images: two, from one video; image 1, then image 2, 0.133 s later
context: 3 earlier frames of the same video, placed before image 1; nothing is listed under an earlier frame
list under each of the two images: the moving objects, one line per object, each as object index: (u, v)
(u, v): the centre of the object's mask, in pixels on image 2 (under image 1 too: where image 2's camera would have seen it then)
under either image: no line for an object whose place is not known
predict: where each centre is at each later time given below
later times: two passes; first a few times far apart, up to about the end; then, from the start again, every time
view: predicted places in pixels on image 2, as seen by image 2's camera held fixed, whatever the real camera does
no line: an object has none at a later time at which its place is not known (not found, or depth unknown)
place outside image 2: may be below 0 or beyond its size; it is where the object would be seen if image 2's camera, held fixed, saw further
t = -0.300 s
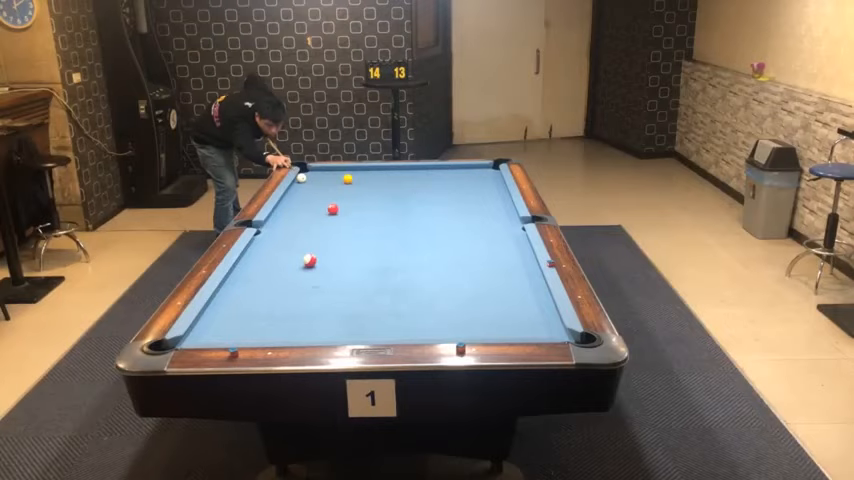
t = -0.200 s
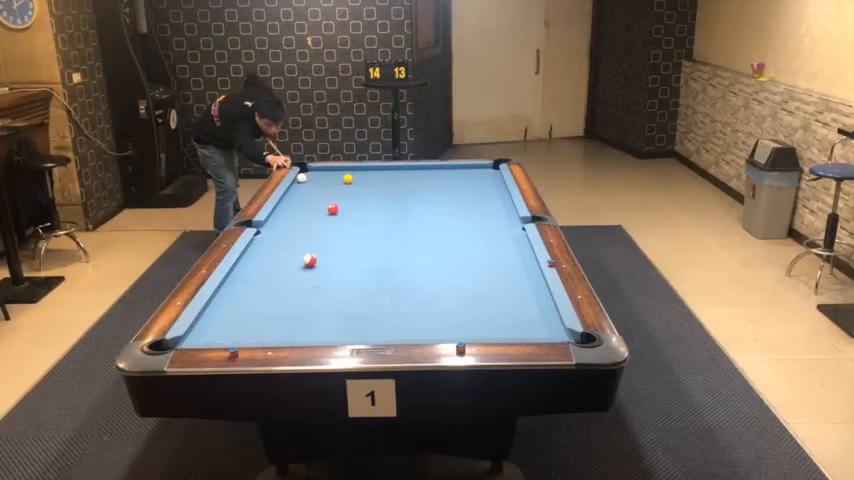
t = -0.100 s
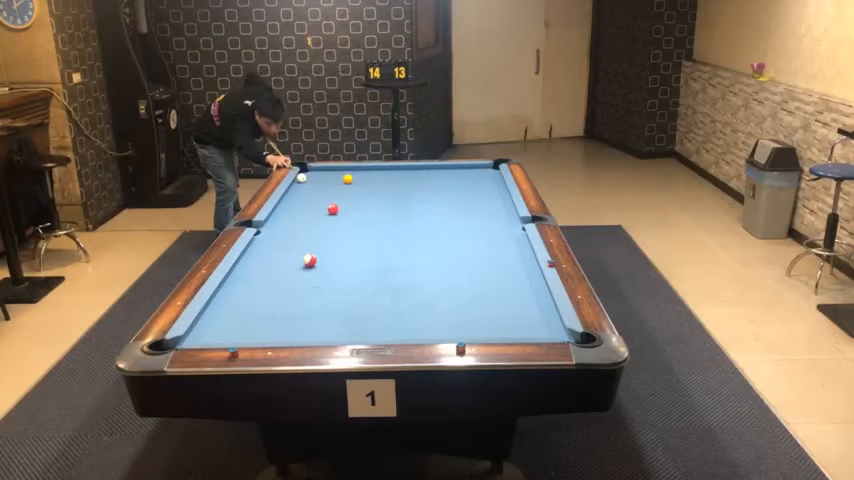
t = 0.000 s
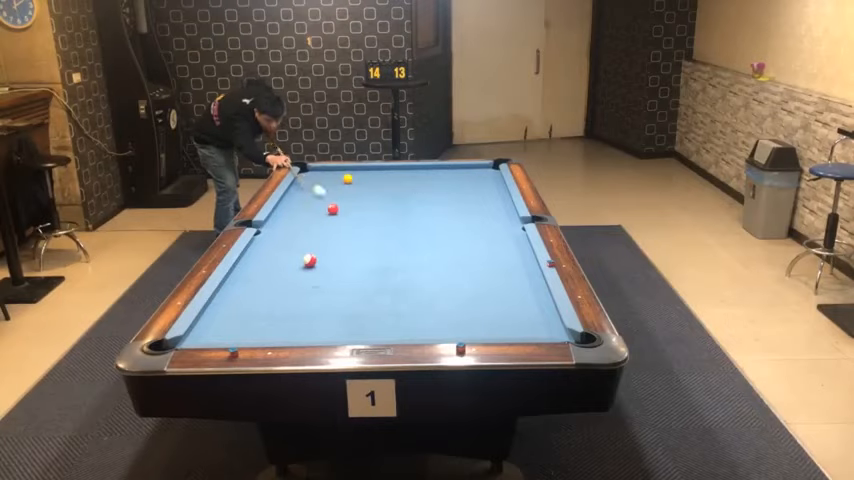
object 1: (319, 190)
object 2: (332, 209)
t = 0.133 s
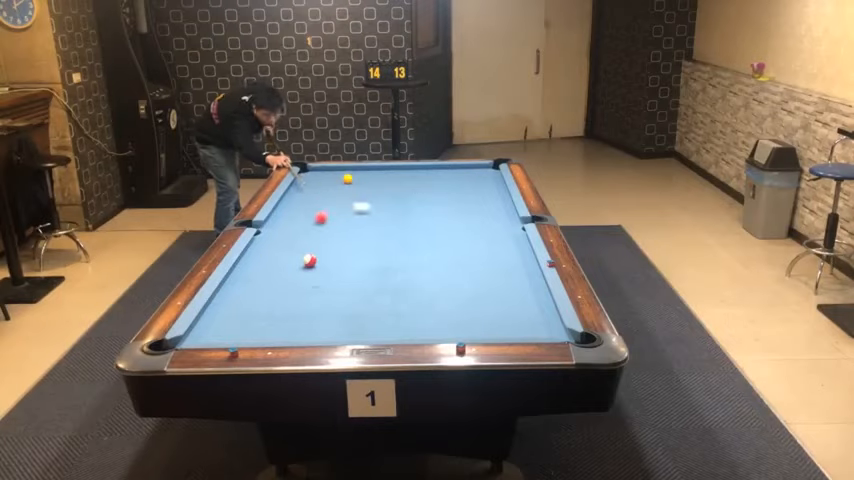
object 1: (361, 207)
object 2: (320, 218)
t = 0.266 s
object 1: (421, 215)
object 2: (290, 241)
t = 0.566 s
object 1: (497, 242)
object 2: (219, 296)
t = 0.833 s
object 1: (425, 274)
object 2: (214, 336)
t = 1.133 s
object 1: (322, 322)
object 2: (260, 308)
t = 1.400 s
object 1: (228, 325)
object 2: (294, 285)
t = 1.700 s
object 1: (258, 294)
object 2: (326, 263)
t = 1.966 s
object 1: (313, 270)
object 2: (350, 248)
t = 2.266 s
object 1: (365, 248)
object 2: (374, 232)
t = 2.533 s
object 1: (403, 232)
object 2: (392, 220)
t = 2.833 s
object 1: (440, 216)
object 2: (409, 209)
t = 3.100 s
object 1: (469, 204)
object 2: (424, 199)
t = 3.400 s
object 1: (496, 191)
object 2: (437, 190)
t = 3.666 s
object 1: (492, 185)
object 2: (449, 183)
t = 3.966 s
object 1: (478, 180)
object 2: (459, 176)
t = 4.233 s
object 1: (467, 176)
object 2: (468, 168)
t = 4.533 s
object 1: (455, 172)
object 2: (476, 166)
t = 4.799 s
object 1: (446, 168)
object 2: (482, 169)
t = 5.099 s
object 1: (438, 167)
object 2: (488, 172)
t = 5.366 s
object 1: (434, 168)
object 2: (492, 174)
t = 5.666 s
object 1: (429, 170)
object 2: (496, 176)
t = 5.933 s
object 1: (426, 171)
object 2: (495, 177)
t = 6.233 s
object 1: (423, 172)
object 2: (494, 179)
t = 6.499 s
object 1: (421, 173)
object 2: (494, 180)
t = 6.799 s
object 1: (418, 174)
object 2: (493, 181)
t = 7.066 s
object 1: (417, 175)
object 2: (493, 181)
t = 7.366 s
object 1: (416, 175)
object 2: (493, 181)
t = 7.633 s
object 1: (416, 175)
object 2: (493, 182)
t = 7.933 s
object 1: (416, 175)
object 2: (493, 182)
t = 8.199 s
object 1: (416, 175)
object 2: (493, 182)
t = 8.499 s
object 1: (416, 175)
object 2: (493, 182)
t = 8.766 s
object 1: (416, 175)
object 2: (493, 182)
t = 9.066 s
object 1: (416, 175)
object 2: (493, 182)
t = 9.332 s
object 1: (416, 175)
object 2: (493, 182)
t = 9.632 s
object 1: (416, 175)
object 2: (493, 182)
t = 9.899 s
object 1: (416, 175)
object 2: (493, 182)
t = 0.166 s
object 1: (376, 209)
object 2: (313, 223)
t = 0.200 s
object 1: (391, 211)
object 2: (305, 230)
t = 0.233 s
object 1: (406, 213)
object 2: (297, 235)
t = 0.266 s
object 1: (421, 215)
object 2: (290, 241)
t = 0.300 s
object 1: (436, 217)
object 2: (282, 247)
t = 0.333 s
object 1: (452, 219)
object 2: (274, 253)
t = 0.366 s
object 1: (468, 222)
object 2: (267, 258)
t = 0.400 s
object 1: (484, 225)
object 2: (259, 264)
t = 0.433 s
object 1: (500, 228)
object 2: (251, 270)
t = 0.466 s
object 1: (516, 231)
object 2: (243, 277)
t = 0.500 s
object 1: (515, 234)
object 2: (234, 283)
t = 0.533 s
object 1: (505, 238)
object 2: (225, 290)
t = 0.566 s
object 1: (497, 242)
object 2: (219, 296)
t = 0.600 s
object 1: (488, 246)
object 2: (218, 302)
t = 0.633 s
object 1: (480, 250)
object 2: (217, 308)
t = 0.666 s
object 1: (471, 253)
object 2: (215, 314)
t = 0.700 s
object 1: (462, 257)
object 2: (213, 321)
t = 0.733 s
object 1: (453, 262)
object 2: (211, 328)
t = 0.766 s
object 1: (444, 266)
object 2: (210, 334)
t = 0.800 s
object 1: (435, 270)
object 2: (208, 337)
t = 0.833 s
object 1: (425, 274)
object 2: (214, 336)
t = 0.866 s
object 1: (415, 279)
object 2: (220, 333)
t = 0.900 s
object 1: (404, 284)
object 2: (225, 331)
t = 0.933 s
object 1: (394, 288)
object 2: (230, 327)
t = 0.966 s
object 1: (382, 294)
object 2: (235, 324)
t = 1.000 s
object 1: (372, 299)
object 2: (240, 320)
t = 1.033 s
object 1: (360, 304)
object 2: (246, 317)
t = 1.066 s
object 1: (348, 310)
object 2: (251, 314)
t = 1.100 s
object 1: (335, 315)
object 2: (256, 310)
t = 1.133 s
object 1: (322, 322)
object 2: (260, 308)
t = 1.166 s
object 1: (309, 327)
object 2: (265, 304)
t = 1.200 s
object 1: (296, 332)
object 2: (269, 301)
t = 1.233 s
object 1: (281, 336)
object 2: (274, 299)
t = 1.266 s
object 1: (269, 334)
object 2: (278, 296)
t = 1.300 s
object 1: (259, 332)
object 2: (282, 292)
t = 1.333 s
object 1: (248, 331)
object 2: (286, 290)
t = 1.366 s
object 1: (237, 327)
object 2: (290, 287)
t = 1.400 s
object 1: (228, 325)
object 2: (294, 285)
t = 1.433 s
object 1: (217, 321)
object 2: (298, 282)
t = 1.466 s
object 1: (208, 318)
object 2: (302, 280)
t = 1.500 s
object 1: (210, 315)
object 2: (306, 278)
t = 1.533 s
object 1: (218, 311)
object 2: (309, 275)
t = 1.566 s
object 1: (227, 307)
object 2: (313, 272)
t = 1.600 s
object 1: (235, 304)
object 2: (316, 270)
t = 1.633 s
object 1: (243, 300)
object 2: (320, 268)
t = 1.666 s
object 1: (251, 297)
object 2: (323, 266)
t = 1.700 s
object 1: (258, 294)
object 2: (326, 263)
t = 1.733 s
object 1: (266, 290)
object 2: (330, 261)
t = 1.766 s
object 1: (273, 287)
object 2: (333, 260)
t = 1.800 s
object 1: (280, 284)
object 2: (336, 257)
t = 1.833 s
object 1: (287, 281)
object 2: (339, 255)
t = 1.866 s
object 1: (294, 279)
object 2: (342, 253)
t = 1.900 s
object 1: (300, 276)
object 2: (345, 251)
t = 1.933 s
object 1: (307, 273)
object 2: (348, 249)
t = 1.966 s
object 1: (313, 270)
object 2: (350, 248)
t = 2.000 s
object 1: (319, 268)
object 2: (353, 245)
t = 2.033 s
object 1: (326, 265)
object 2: (356, 244)
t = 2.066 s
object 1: (332, 262)
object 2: (359, 242)
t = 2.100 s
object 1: (338, 260)
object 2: (361, 240)
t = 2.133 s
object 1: (343, 258)
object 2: (364, 239)
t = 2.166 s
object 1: (349, 255)
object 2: (367, 237)
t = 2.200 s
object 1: (354, 253)
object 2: (369, 235)
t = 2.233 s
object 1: (360, 250)
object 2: (372, 233)
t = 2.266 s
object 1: (365, 248)
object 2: (374, 232)
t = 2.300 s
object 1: (370, 246)
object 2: (376, 231)
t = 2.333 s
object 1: (375, 244)
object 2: (379, 229)
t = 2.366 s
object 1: (379, 242)
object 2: (381, 228)
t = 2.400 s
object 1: (384, 240)
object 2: (383, 226)
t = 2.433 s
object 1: (389, 238)
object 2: (386, 224)
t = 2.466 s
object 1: (393, 236)
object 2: (388, 223)
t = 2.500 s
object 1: (398, 234)
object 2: (390, 222)
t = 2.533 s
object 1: (403, 232)
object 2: (392, 220)
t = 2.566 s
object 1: (407, 230)
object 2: (394, 219)
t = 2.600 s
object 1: (412, 228)
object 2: (396, 218)
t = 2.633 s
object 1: (416, 227)
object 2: (398, 216)
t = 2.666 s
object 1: (420, 225)
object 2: (400, 215)
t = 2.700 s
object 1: (425, 223)
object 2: (402, 214)
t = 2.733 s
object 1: (429, 221)
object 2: (404, 213)
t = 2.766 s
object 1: (432, 219)
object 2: (406, 211)
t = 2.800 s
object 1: (437, 218)
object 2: (408, 210)
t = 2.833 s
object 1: (440, 216)
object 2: (409, 209)
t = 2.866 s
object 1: (444, 214)
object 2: (411, 207)
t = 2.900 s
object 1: (448, 213)
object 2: (413, 206)
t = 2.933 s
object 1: (451, 211)
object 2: (414, 205)
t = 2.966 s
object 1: (455, 210)
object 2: (417, 204)
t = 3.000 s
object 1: (458, 208)
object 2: (418, 203)
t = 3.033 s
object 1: (462, 206)
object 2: (420, 202)
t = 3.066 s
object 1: (465, 205)
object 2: (422, 201)
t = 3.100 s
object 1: (469, 204)
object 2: (424, 199)
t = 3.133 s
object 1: (472, 202)
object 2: (425, 198)
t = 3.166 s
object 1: (475, 201)
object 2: (427, 198)
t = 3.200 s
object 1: (478, 199)
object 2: (428, 197)
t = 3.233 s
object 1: (481, 198)
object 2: (429, 196)
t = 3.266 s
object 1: (485, 197)
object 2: (431, 195)
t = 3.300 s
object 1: (488, 195)
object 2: (433, 194)
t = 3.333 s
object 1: (490, 194)
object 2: (434, 193)
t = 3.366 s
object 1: (493, 193)
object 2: (436, 191)
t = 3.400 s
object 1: (496, 191)
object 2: (437, 190)
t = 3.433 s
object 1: (499, 190)
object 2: (439, 189)
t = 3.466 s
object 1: (501, 189)
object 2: (440, 189)
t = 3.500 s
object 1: (501, 188)
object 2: (442, 188)
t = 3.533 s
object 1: (499, 187)
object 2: (443, 187)
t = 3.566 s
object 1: (497, 186)
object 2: (444, 186)
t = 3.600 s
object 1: (496, 186)
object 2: (446, 185)
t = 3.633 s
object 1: (494, 185)
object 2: (447, 184)
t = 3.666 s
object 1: (492, 185)
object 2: (449, 183)
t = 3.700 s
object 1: (491, 184)
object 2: (450, 182)
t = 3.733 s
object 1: (489, 184)
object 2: (451, 182)
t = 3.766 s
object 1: (487, 183)
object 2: (452, 181)
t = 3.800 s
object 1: (486, 182)
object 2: (453, 180)
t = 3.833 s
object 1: (484, 182)
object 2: (455, 179)
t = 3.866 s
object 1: (483, 181)
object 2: (456, 178)
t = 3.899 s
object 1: (481, 181)
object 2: (457, 178)
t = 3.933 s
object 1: (480, 180)
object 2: (458, 177)
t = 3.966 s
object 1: (478, 180)
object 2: (459, 176)
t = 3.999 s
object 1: (477, 180)
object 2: (460, 175)
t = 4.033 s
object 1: (475, 179)
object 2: (461, 175)
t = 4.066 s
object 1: (474, 178)
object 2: (462, 174)
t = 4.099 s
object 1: (473, 178)
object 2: (464, 173)
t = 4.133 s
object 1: (472, 177)
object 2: (464, 172)
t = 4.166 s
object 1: (470, 177)
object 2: (465, 171)
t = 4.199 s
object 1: (469, 176)
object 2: (466, 170)
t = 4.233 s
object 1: (467, 176)
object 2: (468, 168)
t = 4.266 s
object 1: (465, 175)
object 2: (469, 169)
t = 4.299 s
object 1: (464, 175)
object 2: (470, 168)
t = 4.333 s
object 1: (463, 174)
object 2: (471, 168)
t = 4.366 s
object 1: (462, 174)
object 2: (471, 168)
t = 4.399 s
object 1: (460, 173)
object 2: (473, 167)
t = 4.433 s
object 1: (459, 173)
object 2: (474, 166)
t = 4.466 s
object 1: (458, 173)
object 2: (475, 166)
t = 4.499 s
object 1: (456, 172)
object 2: (475, 166)
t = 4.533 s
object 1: (455, 172)
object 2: (476, 166)
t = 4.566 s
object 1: (454, 171)
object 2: (477, 167)
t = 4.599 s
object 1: (453, 171)
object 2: (477, 167)
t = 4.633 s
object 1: (452, 170)
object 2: (478, 167)
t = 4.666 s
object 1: (450, 170)
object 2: (479, 168)
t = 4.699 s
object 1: (449, 169)
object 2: (480, 168)
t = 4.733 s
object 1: (448, 169)
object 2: (481, 168)
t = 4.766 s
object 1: (447, 168)
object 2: (481, 168)
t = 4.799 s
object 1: (446, 168)
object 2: (482, 169)
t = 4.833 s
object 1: (445, 168)
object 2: (483, 169)
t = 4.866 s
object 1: (444, 168)
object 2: (483, 169)
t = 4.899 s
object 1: (443, 167)
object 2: (484, 170)
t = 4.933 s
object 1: (441, 167)
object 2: (485, 170)
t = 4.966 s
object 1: (440, 167)
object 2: (485, 170)
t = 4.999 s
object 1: (440, 167)
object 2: (486, 170)
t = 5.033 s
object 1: (439, 167)
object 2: (487, 171)
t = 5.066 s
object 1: (438, 167)
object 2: (487, 171)
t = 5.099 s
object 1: (438, 167)
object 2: (488, 172)
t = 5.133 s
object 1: (437, 167)
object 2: (489, 172)
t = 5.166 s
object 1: (437, 167)
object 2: (489, 172)
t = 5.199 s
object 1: (436, 167)
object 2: (490, 172)
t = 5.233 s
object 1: (436, 167)
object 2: (490, 173)
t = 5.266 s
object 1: (435, 167)
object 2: (491, 173)
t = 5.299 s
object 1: (435, 168)
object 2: (492, 173)
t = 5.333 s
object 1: (434, 168)
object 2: (492, 174)
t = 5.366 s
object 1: (434, 168)
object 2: (492, 174)
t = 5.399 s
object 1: (433, 168)
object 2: (494, 174)
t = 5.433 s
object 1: (433, 168)
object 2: (494, 174)
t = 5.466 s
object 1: (432, 169)
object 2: (495, 175)
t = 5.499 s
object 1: (432, 169)
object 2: (495, 175)
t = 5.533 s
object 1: (431, 169)
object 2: (496, 175)
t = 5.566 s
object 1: (431, 169)
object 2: (497, 175)
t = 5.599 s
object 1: (430, 170)
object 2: (497, 176)
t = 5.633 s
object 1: (430, 170)
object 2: (496, 176)
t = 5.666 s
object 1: (429, 170)
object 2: (496, 176)
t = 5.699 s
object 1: (429, 170)
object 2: (496, 176)
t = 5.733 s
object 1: (429, 170)
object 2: (496, 176)
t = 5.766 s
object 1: (428, 170)
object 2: (496, 176)
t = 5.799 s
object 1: (428, 170)
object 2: (496, 177)
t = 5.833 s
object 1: (427, 170)
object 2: (496, 177)
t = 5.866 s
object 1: (427, 171)
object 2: (495, 177)
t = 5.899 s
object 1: (426, 171)
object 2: (495, 177)
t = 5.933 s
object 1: (426, 171)
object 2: (495, 177)
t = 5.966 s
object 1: (426, 171)
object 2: (495, 177)
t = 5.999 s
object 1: (425, 171)
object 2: (495, 178)
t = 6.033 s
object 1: (425, 171)
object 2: (495, 178)
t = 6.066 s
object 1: (424, 172)
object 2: (494, 178)
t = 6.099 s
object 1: (424, 172)
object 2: (494, 178)
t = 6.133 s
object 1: (424, 172)
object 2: (494, 178)
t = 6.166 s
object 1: (423, 172)
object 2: (494, 179)
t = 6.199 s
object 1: (423, 172)
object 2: (494, 179)
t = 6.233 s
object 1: (423, 172)
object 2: (494, 179)
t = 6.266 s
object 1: (423, 172)
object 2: (494, 179)
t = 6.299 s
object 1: (422, 172)
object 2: (494, 179)
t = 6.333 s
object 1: (422, 173)
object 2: (494, 179)
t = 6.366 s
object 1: (422, 173)
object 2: (494, 179)
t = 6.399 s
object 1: (422, 173)
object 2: (494, 179)
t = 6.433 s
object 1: (421, 173)
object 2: (494, 179)
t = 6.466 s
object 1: (421, 173)
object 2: (494, 179)
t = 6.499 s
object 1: (421, 173)
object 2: (494, 180)
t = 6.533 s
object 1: (420, 173)
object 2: (494, 180)
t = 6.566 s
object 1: (420, 174)
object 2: (494, 180)
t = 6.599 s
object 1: (420, 174)
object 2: (494, 180)
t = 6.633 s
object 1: (419, 174)
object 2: (493, 180)
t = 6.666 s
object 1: (419, 174)
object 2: (493, 180)
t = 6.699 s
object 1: (419, 174)
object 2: (493, 180)
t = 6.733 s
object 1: (419, 174)
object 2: (493, 180)
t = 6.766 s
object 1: (419, 174)
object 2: (493, 181)
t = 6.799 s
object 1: (418, 174)
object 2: (493, 181)
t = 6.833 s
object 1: (418, 174)
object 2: (493, 181)
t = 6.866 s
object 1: (418, 174)
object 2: (493, 180)
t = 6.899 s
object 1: (418, 174)
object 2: (493, 181)
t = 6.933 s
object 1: (418, 174)
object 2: (493, 181)
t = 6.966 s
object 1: (418, 174)
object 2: (493, 181)
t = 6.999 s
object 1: (417, 175)
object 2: (493, 181)
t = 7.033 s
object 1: (417, 175)
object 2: (493, 181)
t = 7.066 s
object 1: (417, 175)
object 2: (493, 181)
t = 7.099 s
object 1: (417, 175)
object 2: (493, 181)
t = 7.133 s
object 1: (417, 175)
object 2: (493, 181)
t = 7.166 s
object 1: (417, 175)
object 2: (493, 181)
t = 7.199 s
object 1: (417, 175)
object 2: (493, 181)
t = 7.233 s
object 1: (416, 175)
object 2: (493, 181)
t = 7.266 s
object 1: (416, 175)
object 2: (493, 181)
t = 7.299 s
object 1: (416, 175)
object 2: (493, 181)
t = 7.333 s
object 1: (416, 175)
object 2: (493, 181)
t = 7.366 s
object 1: (416, 175)
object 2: (493, 181)
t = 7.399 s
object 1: (416, 175)
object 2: (493, 181)
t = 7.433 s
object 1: (416, 175)
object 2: (493, 181)
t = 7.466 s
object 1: (416, 175)
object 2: (493, 181)
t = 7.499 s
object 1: (416, 175)
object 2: (493, 182)
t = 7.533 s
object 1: (416, 175)
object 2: (493, 182)
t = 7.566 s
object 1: (416, 175)
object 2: (493, 182)
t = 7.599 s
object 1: (416, 175)
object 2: (493, 182)
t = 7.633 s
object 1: (416, 175)
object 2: (493, 182)
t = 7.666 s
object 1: (416, 175)
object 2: (493, 182)
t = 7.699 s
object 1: (416, 175)
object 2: (493, 182)
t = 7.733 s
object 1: (416, 175)
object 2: (493, 182)
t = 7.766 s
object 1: (416, 175)
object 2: (493, 182)
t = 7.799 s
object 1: (416, 175)
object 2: (493, 182)
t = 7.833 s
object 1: (416, 175)
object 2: (493, 182)
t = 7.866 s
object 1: (416, 175)
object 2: (493, 182)
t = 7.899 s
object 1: (416, 175)
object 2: (493, 182)
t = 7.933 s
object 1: (416, 175)
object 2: (493, 182)
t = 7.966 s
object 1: (416, 175)
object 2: (493, 182)
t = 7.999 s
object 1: (416, 175)
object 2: (493, 182)
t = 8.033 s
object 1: (416, 175)
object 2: (493, 182)
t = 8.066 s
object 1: (416, 175)
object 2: (493, 182)
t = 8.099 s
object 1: (416, 175)
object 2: (493, 182)
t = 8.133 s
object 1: (416, 175)
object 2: (493, 182)
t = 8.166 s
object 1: (416, 175)
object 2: (493, 182)
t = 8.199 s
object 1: (416, 175)
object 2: (493, 182)
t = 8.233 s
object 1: (416, 175)
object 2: (493, 182)
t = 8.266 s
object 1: (416, 175)
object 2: (493, 182)
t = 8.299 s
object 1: (416, 175)
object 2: (493, 182)
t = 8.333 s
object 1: (416, 175)
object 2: (493, 182)
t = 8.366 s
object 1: (416, 175)
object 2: (493, 182)
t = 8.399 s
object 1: (416, 175)
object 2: (493, 182)
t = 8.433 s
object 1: (416, 175)
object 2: (493, 182)
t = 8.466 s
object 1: (416, 175)
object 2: (493, 182)
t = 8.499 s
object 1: (416, 175)
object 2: (493, 182)
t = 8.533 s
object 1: (416, 175)
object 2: (493, 182)
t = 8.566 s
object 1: (416, 175)
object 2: (493, 182)
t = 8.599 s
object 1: (416, 175)
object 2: (493, 182)
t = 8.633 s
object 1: (416, 175)
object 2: (493, 182)
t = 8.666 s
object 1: (416, 175)
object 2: (493, 181)
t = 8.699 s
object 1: (416, 175)
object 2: (493, 182)
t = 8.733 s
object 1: (416, 175)
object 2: (493, 182)
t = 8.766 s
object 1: (416, 175)
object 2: (493, 182)
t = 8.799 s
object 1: (416, 175)
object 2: (493, 182)
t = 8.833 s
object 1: (416, 175)
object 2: (493, 182)
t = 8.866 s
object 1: (416, 175)
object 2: (493, 182)
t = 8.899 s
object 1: (416, 175)
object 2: (493, 182)
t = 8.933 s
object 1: (416, 175)
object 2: (493, 182)
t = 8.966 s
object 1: (416, 175)
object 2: (493, 182)
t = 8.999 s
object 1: (416, 175)
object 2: (493, 182)
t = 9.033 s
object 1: (416, 175)
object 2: (493, 182)
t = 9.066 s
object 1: (416, 175)
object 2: (493, 182)
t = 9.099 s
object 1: (416, 175)
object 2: (493, 182)
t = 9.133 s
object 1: (416, 175)
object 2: (493, 182)
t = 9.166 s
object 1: (416, 175)
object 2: (493, 182)
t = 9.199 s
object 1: (416, 175)
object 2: (493, 182)
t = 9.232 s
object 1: (416, 175)
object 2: (493, 182)
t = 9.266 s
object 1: (416, 175)
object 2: (493, 182)
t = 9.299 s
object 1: (416, 175)
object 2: (493, 182)
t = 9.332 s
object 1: (416, 175)
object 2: (493, 182)
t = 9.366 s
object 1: (416, 175)
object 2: (493, 181)
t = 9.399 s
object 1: (416, 175)
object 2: (493, 182)
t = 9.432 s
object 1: (416, 175)
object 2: (493, 182)
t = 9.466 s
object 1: (416, 175)
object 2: (493, 182)
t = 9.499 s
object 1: (416, 175)
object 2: (493, 182)
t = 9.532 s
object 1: (416, 175)
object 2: (493, 182)
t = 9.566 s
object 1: (416, 175)
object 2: (493, 182)
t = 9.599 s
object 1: (416, 175)
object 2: (493, 182)
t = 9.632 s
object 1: (416, 175)
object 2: (493, 182)
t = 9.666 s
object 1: (416, 175)
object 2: (493, 182)
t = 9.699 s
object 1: (416, 175)
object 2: (493, 182)
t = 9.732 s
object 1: (416, 175)
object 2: (493, 182)
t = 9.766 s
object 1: (416, 175)
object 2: (493, 182)
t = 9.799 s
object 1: (416, 175)
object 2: (493, 182)
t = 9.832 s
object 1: (416, 175)
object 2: (493, 182)
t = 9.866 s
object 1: (416, 175)
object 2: (493, 182)
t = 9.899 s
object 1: (416, 175)
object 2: (493, 182)
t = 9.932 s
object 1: (416, 175)
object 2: (493, 182)
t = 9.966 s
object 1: (416, 175)
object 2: (493, 182)
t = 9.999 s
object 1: (416, 175)
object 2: (493, 182)
